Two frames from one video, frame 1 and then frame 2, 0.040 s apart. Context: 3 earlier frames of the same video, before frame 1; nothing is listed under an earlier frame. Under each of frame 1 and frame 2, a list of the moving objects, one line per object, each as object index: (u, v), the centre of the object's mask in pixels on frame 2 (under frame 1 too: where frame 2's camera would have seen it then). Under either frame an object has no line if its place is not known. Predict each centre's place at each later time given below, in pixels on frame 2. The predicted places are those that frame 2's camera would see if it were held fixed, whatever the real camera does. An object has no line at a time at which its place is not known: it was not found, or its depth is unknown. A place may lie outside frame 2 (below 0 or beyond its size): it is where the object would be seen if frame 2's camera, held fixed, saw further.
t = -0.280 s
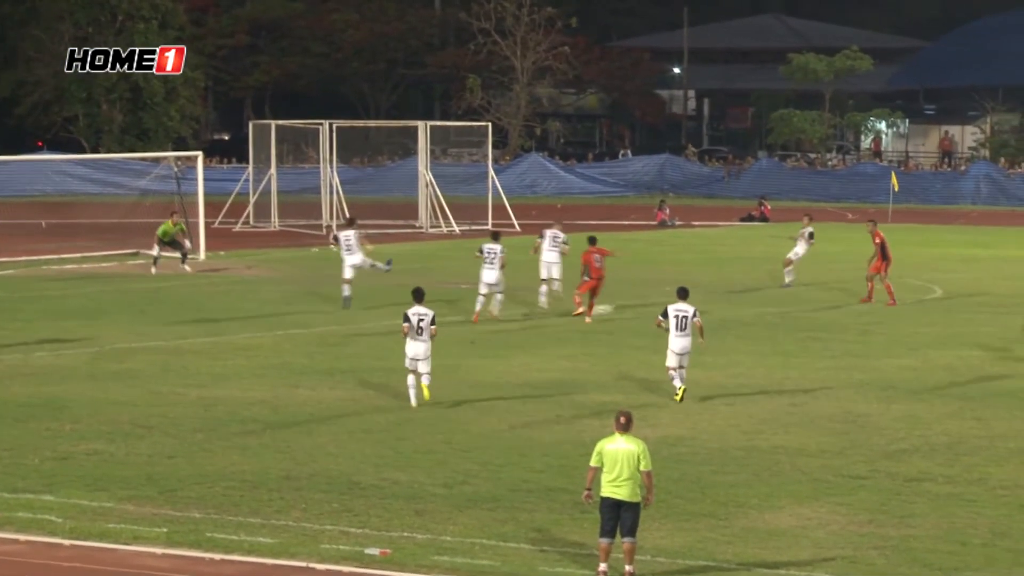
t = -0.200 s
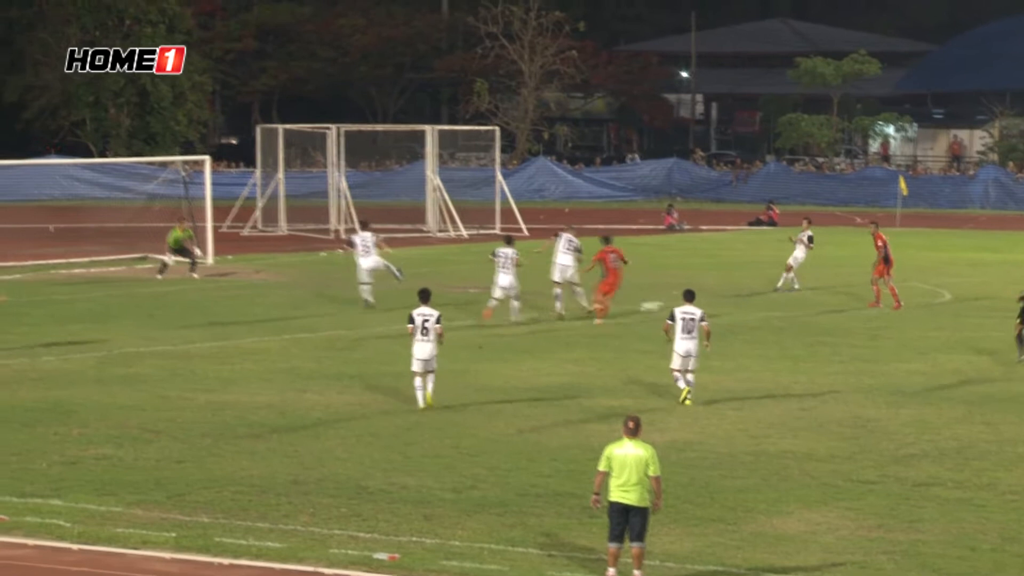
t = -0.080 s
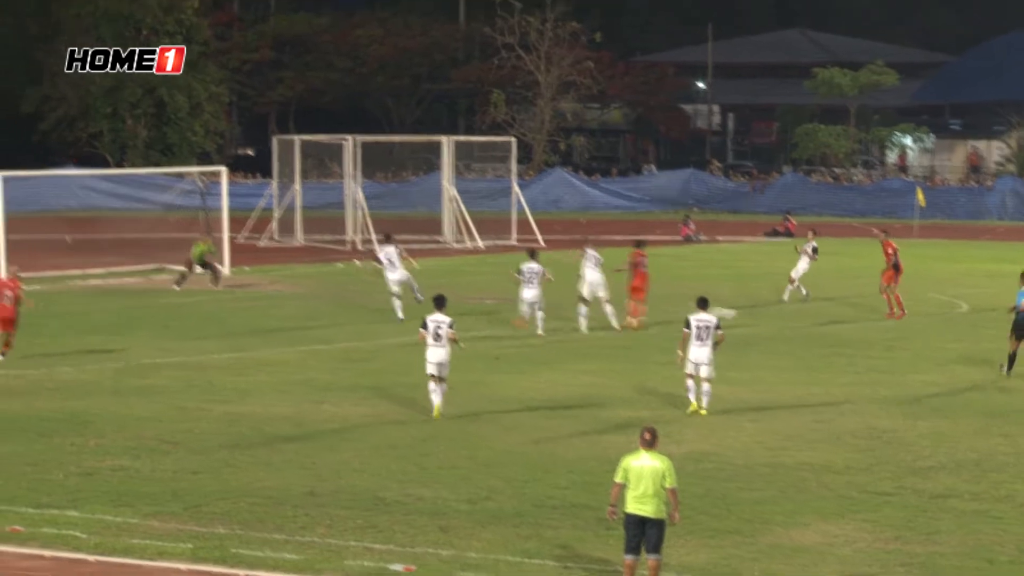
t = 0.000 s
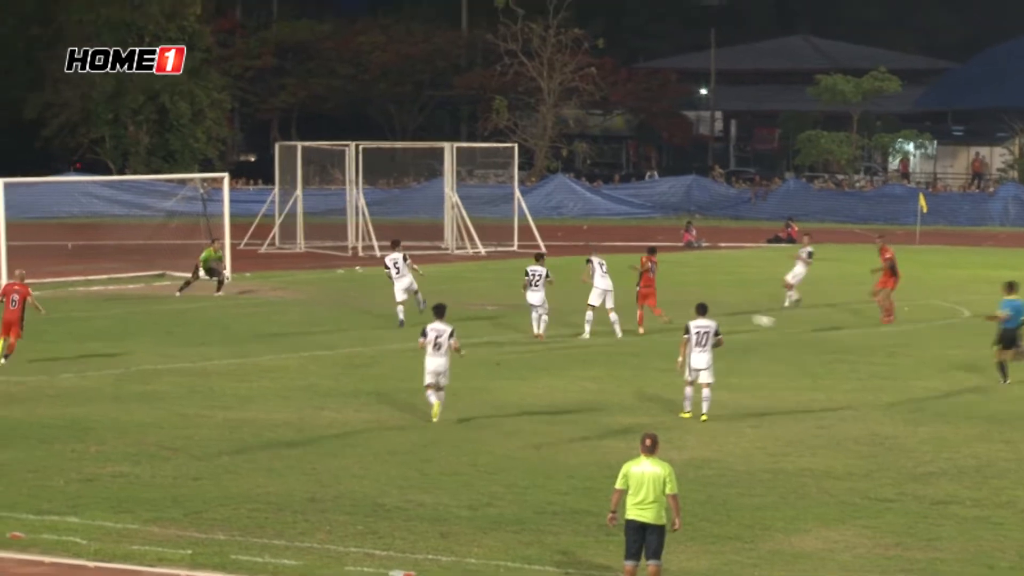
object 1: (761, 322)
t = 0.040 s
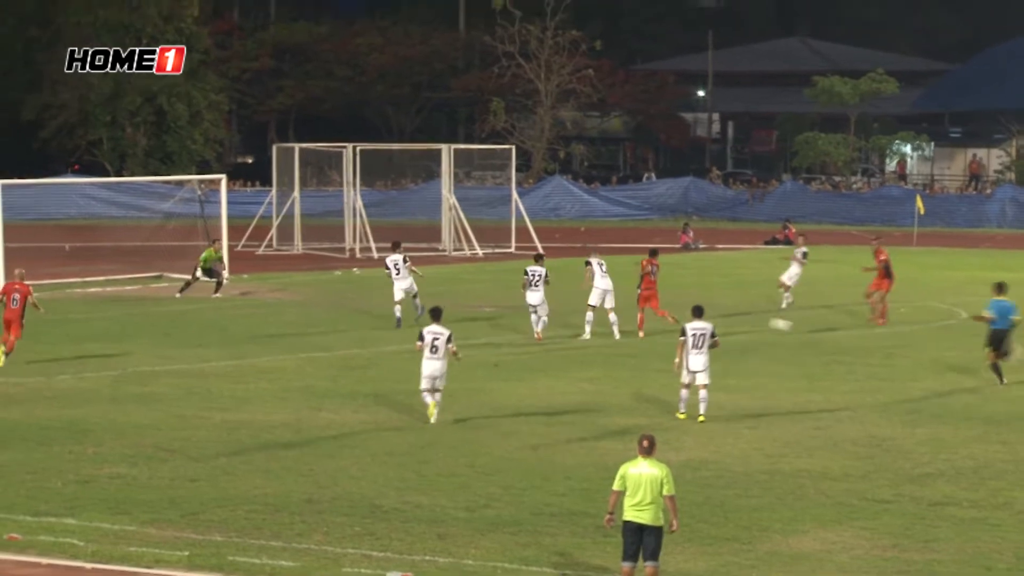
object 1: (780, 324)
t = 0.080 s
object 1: (799, 327)
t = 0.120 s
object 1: (819, 332)
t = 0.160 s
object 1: (835, 336)
